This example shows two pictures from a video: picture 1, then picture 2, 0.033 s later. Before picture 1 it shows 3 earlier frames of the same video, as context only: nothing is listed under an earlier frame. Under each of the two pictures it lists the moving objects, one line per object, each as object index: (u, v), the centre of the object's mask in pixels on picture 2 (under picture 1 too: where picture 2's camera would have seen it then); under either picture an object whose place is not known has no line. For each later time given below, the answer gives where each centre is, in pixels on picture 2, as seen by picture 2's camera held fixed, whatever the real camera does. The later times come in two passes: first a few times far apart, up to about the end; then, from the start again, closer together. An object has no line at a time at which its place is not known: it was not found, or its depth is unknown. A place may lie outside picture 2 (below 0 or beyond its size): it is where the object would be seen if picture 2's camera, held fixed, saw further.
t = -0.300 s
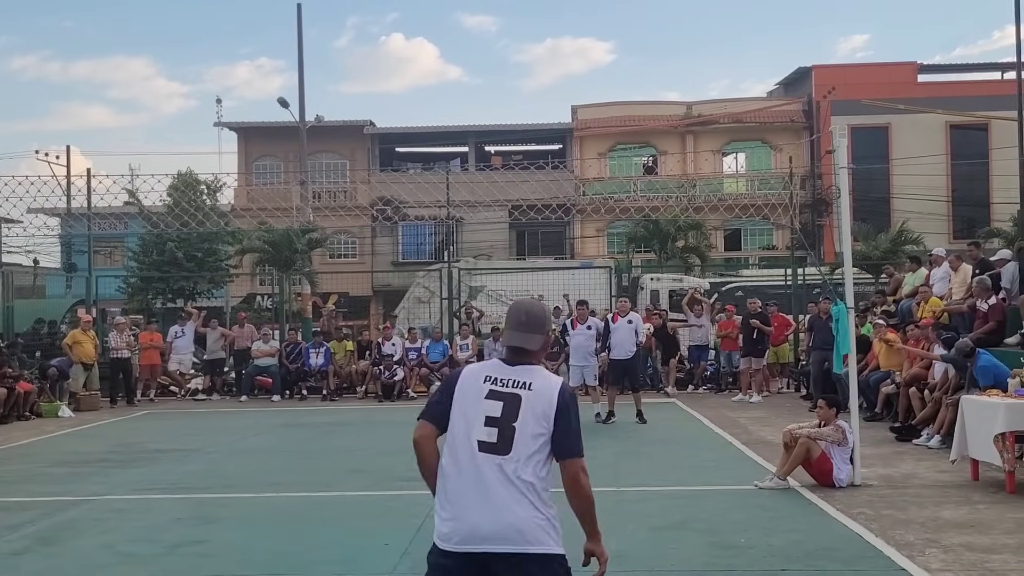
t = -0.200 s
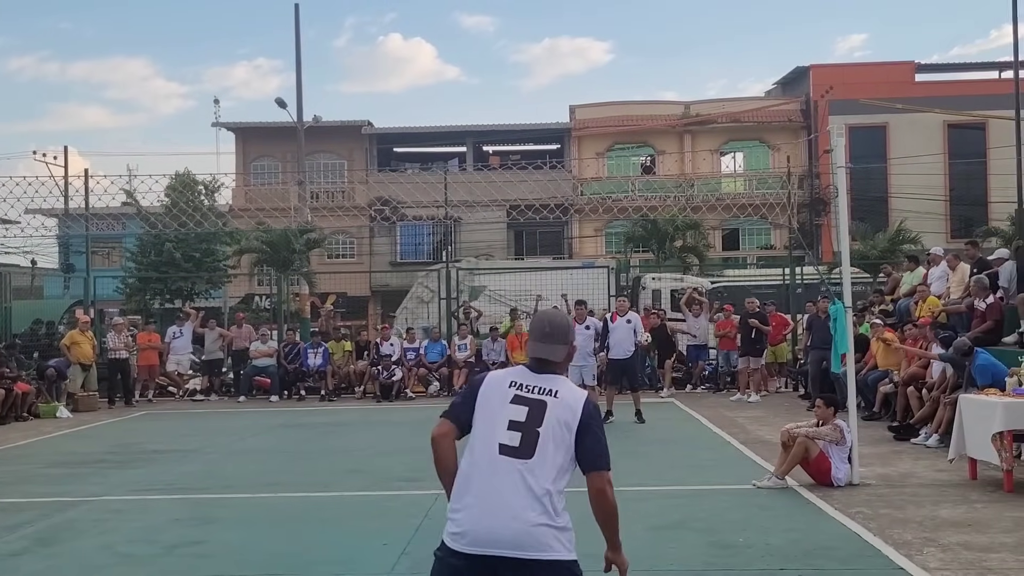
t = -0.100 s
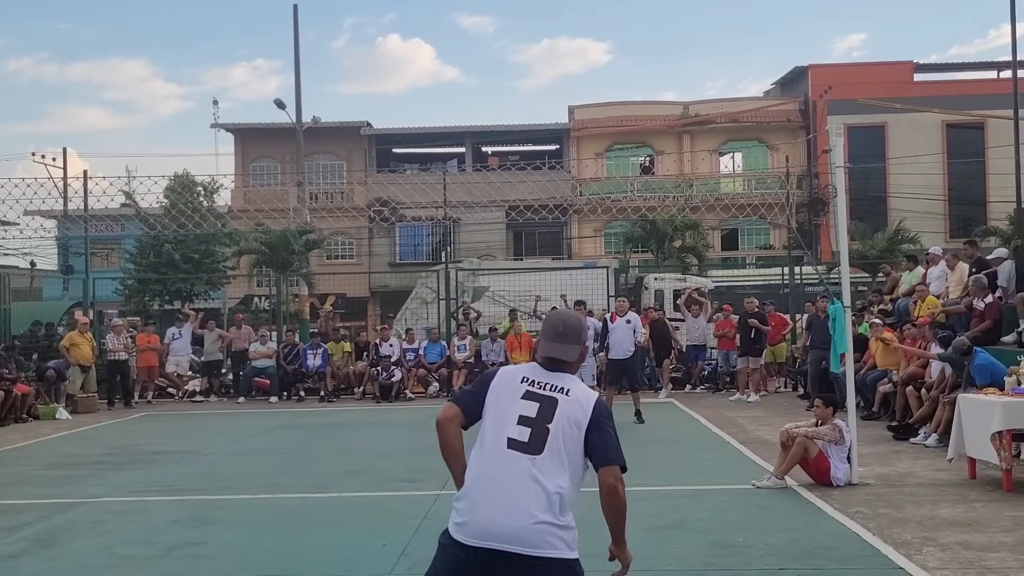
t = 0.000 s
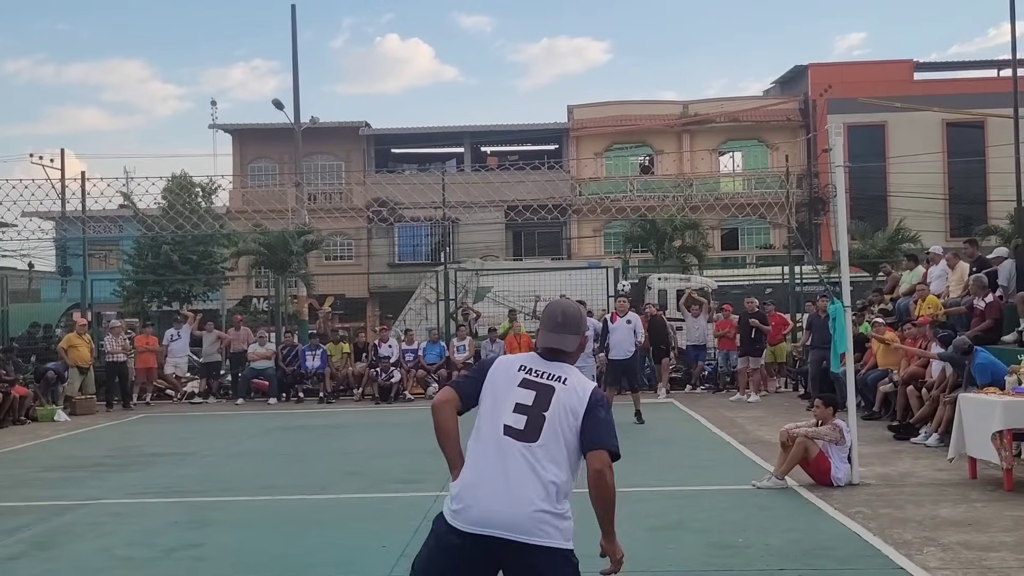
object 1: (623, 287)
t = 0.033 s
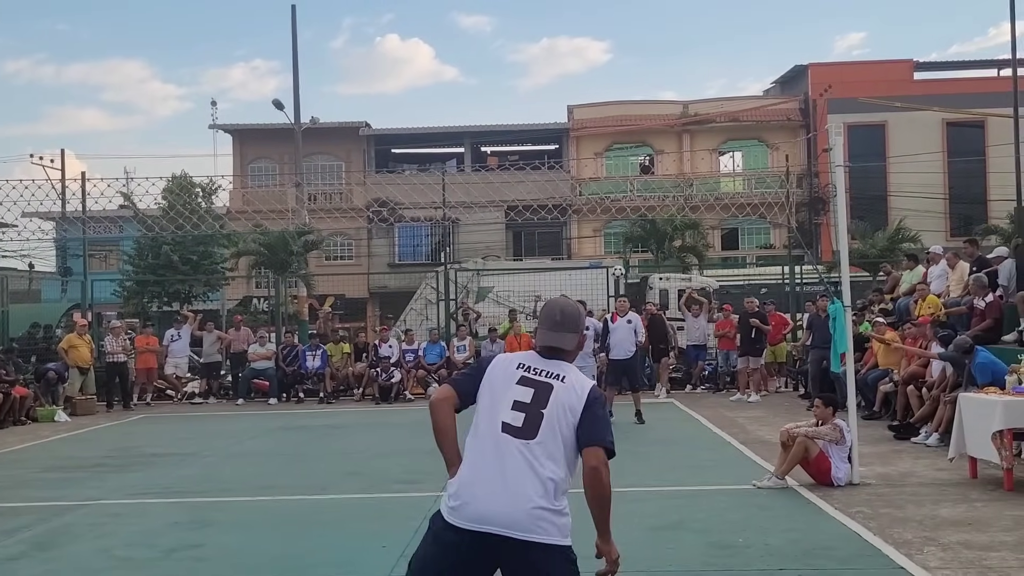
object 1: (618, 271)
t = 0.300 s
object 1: (556, 159)
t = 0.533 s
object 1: (476, 77)
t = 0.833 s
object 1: (274, 28)
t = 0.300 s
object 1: (556, 159)
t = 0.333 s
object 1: (547, 146)
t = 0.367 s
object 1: (537, 133)
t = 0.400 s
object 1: (526, 120)
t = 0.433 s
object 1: (515, 109)
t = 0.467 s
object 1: (503, 98)
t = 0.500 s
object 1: (490, 87)
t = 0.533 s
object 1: (476, 77)
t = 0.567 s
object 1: (460, 68)
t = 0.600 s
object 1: (443, 60)
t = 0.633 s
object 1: (425, 52)
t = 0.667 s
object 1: (405, 45)
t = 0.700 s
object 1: (384, 39)
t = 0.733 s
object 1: (360, 34)
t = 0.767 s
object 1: (334, 30)
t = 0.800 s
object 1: (306, 28)
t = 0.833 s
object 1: (274, 28)
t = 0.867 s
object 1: (238, 30)
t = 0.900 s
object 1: (197, 33)
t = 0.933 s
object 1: (151, 41)
